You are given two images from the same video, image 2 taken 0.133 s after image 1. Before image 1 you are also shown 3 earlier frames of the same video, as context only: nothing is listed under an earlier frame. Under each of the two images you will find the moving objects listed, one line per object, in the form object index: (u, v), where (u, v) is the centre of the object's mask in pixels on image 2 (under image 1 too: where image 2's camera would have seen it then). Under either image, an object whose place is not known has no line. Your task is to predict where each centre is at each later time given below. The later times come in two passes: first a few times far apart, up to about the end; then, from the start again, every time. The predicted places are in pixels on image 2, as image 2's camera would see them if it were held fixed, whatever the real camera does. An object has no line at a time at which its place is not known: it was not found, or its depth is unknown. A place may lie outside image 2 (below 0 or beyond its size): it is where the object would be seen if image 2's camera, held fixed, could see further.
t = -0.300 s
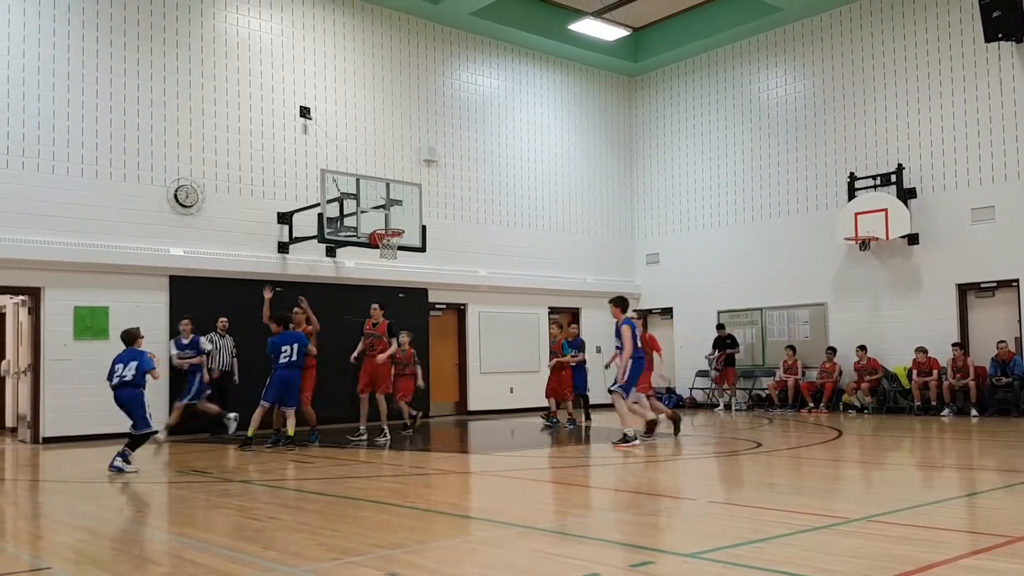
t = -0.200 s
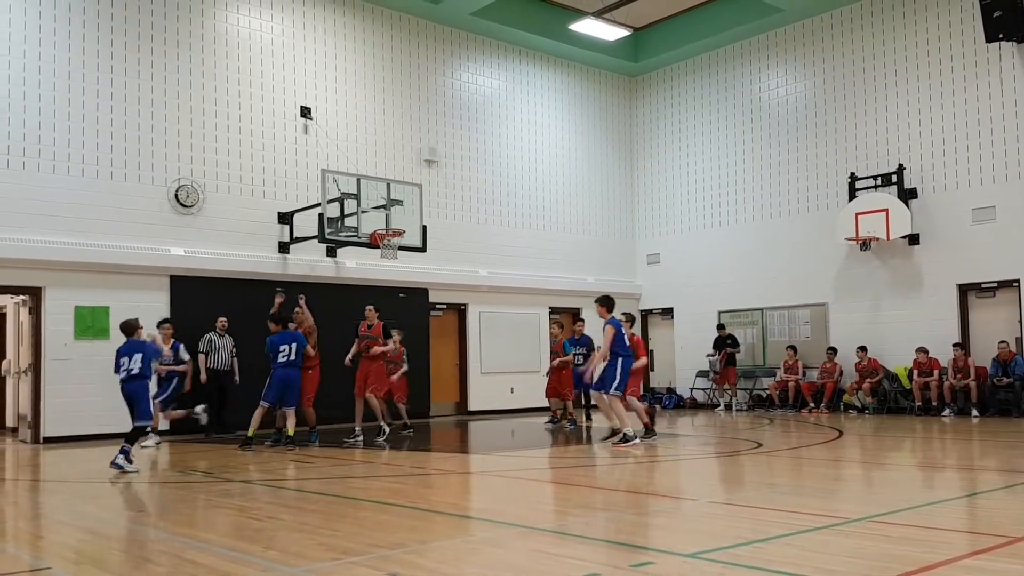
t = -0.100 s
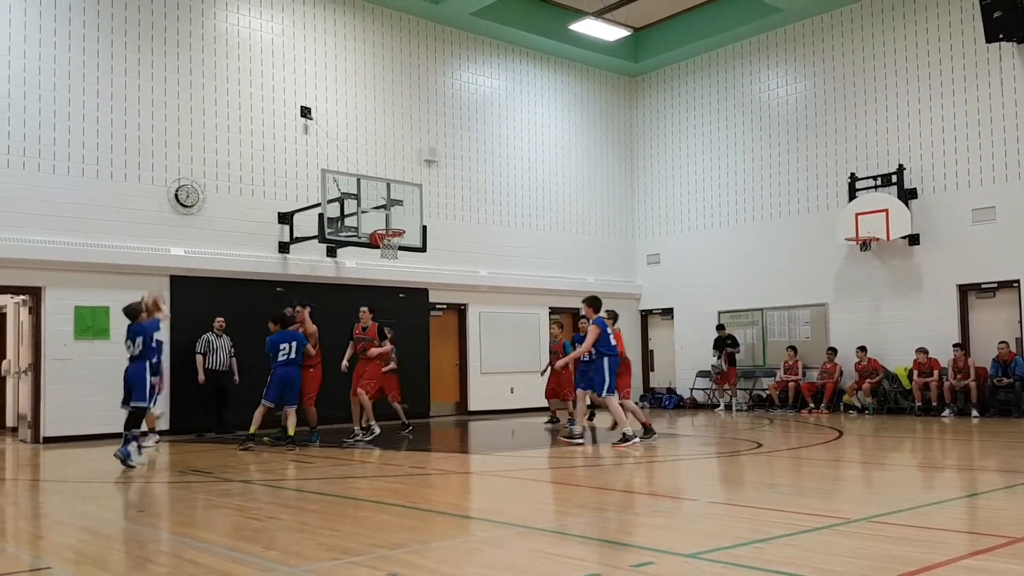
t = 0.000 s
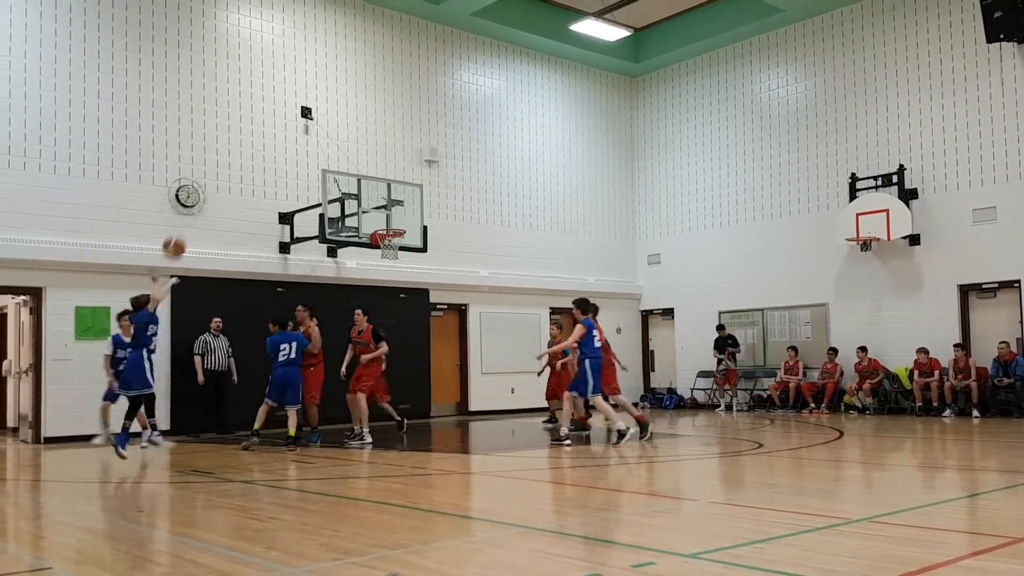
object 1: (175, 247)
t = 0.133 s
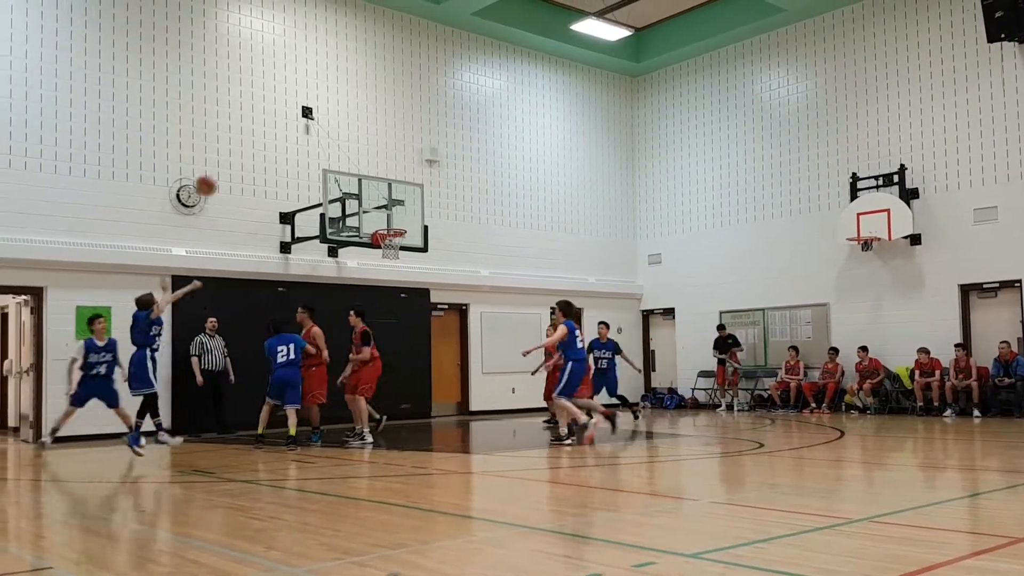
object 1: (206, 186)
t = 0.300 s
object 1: (241, 136)
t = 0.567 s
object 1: (290, 109)
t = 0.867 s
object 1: (336, 142)
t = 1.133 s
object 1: (371, 215)
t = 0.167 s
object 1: (214, 173)
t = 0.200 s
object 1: (221, 162)
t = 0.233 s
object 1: (227, 152)
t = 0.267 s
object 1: (235, 144)
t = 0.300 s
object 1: (241, 136)
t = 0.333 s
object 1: (248, 130)
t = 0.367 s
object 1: (254, 124)
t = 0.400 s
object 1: (261, 119)
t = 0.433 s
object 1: (270, 116)
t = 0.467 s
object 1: (275, 113)
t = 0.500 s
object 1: (279, 111)
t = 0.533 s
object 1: (284, 110)
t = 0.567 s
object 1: (290, 109)
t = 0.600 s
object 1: (295, 110)
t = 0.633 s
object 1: (300, 112)
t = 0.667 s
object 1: (306, 114)
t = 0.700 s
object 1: (311, 117)
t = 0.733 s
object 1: (316, 121)
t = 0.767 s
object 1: (322, 125)
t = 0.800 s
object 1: (327, 130)
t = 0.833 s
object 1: (331, 136)
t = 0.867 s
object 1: (336, 142)
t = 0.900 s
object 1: (341, 149)
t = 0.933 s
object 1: (346, 156)
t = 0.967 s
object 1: (351, 164)
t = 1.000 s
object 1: (355, 173)
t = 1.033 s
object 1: (359, 183)
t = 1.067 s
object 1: (364, 193)
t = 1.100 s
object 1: (368, 203)
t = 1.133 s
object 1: (371, 215)
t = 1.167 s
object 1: (376, 224)
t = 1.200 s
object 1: (380, 223)
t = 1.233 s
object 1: (384, 217)
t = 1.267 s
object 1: (387, 212)
